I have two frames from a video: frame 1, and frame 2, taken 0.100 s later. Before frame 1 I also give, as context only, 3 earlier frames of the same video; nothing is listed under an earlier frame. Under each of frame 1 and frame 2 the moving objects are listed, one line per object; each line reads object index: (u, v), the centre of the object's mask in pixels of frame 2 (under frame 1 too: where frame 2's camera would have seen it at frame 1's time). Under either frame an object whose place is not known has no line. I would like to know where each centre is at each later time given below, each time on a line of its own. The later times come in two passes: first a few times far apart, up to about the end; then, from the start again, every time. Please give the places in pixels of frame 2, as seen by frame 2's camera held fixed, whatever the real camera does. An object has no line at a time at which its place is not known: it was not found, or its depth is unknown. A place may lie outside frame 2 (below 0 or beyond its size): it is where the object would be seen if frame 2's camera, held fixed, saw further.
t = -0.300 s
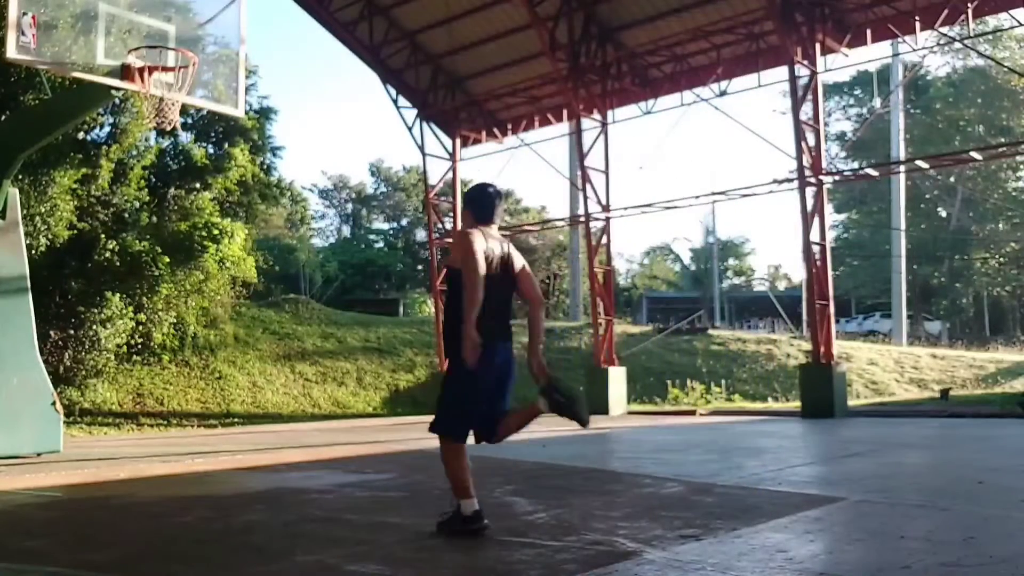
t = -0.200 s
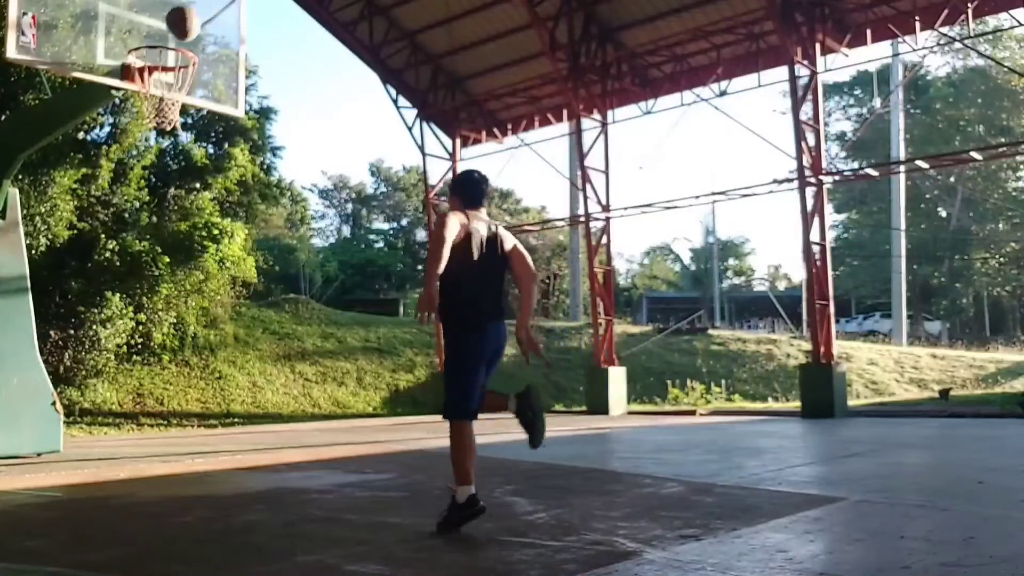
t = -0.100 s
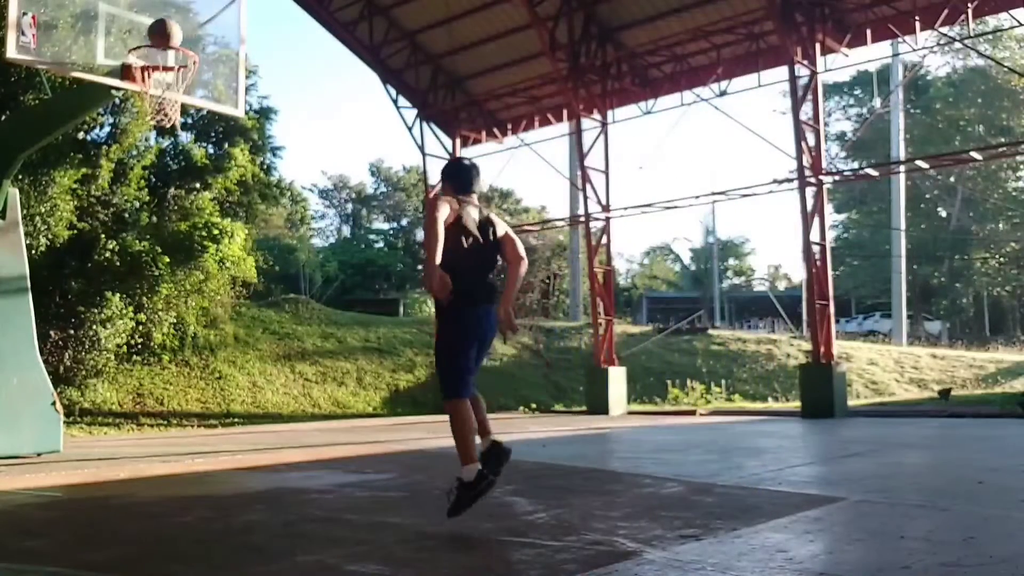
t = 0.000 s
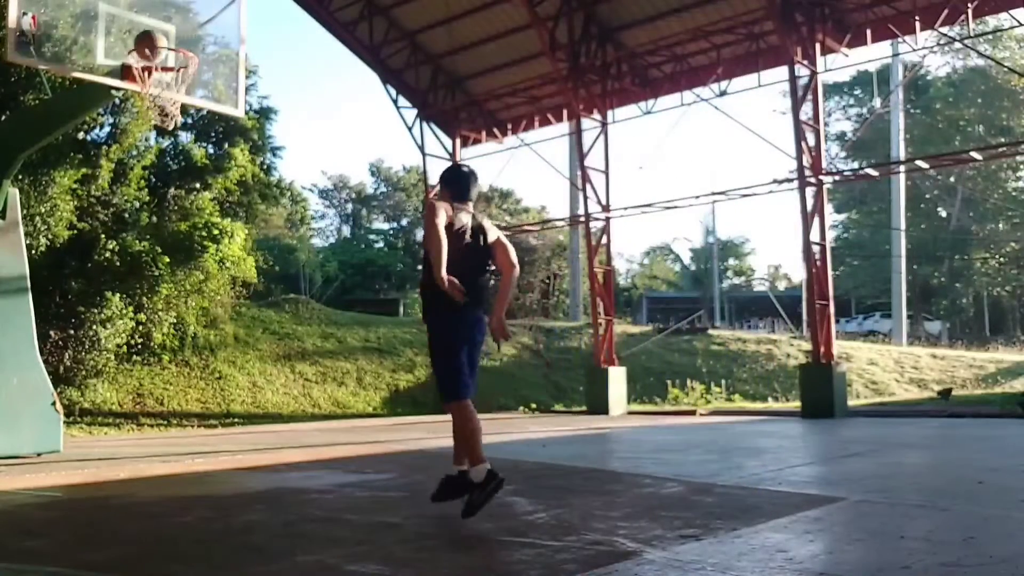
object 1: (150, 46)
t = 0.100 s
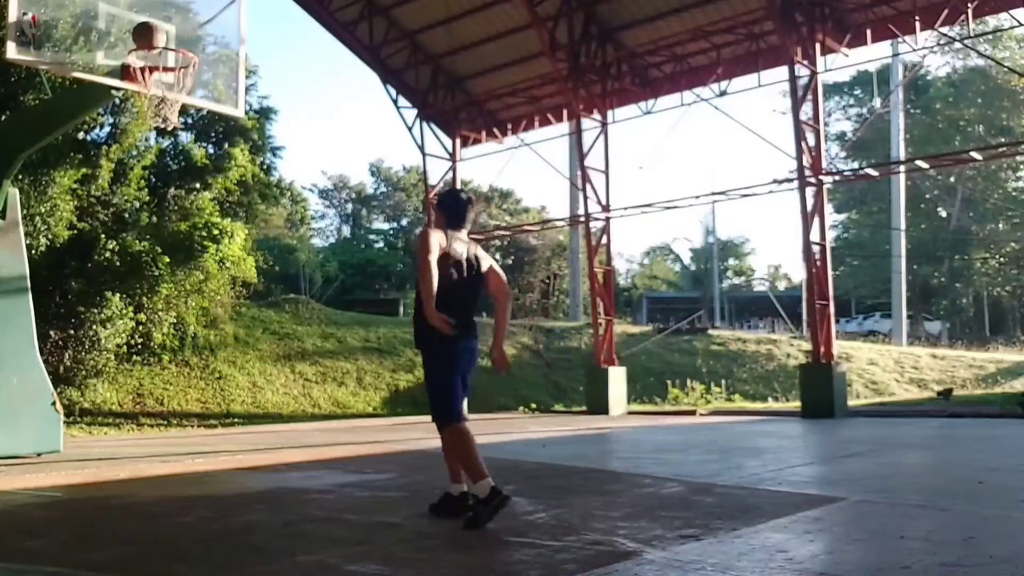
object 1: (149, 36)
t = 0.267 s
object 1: (164, 29)
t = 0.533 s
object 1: (155, 66)
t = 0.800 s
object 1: (176, 98)
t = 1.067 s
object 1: (170, 146)
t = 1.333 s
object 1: (162, 292)
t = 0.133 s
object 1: (152, 32)
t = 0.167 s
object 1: (155, 29)
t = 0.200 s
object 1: (158, 28)
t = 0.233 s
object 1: (161, 28)
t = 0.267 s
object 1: (164, 29)
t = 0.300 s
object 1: (167, 31)
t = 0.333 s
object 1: (171, 34)
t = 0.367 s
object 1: (174, 40)
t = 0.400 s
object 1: (174, 45)
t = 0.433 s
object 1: (168, 48)
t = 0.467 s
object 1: (162, 54)
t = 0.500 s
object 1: (155, 59)
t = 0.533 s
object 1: (155, 66)
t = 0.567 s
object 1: (159, 67)
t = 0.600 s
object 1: (163, 72)
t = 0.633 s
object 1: (167, 77)
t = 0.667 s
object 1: (171, 85)
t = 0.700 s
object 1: (174, 92)
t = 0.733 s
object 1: (175, 96)
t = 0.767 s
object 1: (176, 97)
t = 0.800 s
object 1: (176, 98)
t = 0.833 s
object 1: (175, 99)
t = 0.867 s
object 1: (175, 102)
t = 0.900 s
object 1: (174, 105)
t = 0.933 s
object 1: (174, 111)
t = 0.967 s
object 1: (173, 116)
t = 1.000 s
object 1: (172, 122)
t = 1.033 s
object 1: (171, 136)
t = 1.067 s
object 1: (170, 146)
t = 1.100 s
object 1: (170, 160)
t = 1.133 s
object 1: (169, 173)
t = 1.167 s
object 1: (167, 189)
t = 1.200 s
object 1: (167, 207)
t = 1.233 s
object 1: (166, 226)
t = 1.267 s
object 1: (165, 246)
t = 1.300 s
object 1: (163, 269)
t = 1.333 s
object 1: (162, 292)
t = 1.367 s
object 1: (162, 318)
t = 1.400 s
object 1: (160, 345)
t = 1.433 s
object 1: (159, 374)
